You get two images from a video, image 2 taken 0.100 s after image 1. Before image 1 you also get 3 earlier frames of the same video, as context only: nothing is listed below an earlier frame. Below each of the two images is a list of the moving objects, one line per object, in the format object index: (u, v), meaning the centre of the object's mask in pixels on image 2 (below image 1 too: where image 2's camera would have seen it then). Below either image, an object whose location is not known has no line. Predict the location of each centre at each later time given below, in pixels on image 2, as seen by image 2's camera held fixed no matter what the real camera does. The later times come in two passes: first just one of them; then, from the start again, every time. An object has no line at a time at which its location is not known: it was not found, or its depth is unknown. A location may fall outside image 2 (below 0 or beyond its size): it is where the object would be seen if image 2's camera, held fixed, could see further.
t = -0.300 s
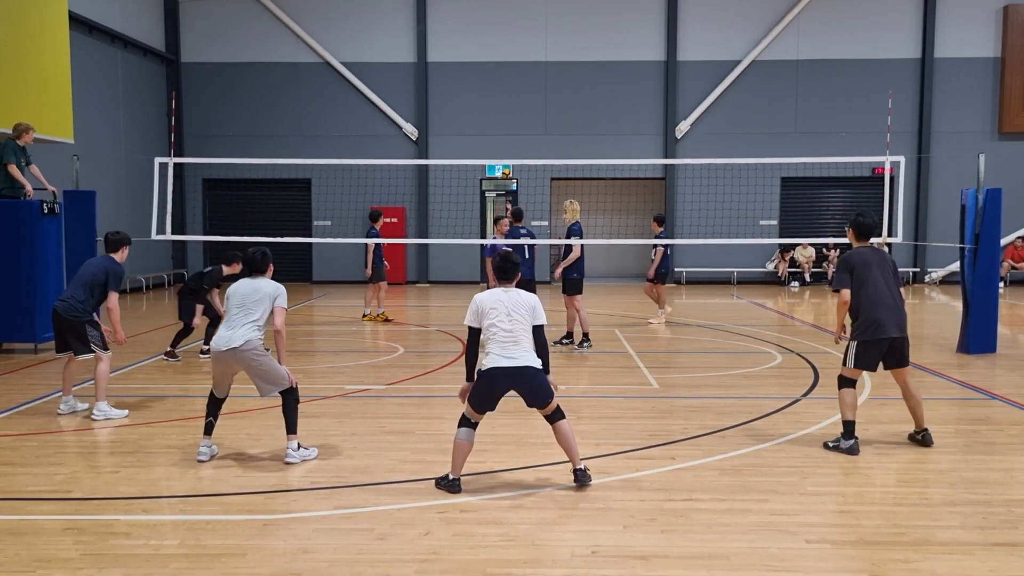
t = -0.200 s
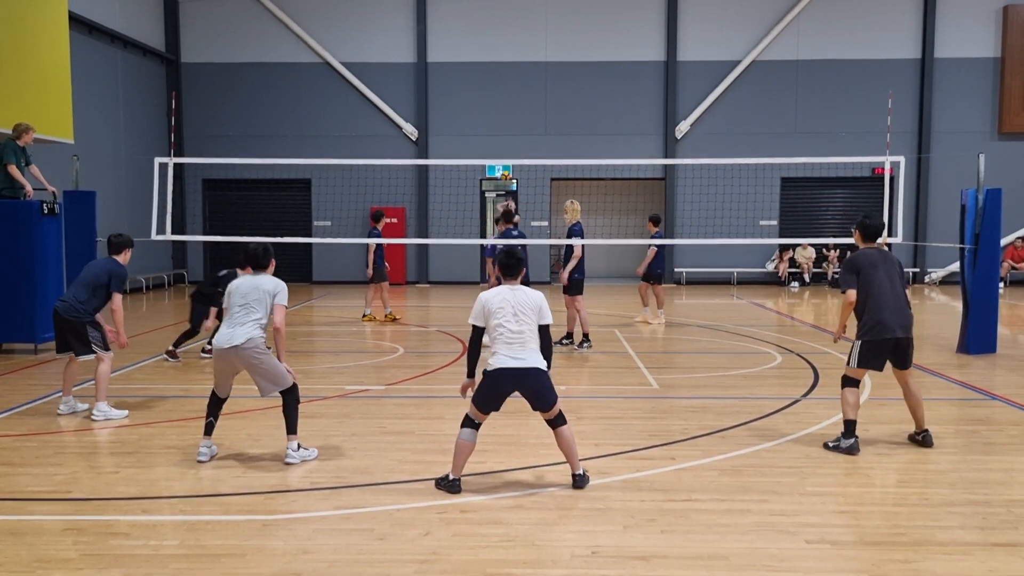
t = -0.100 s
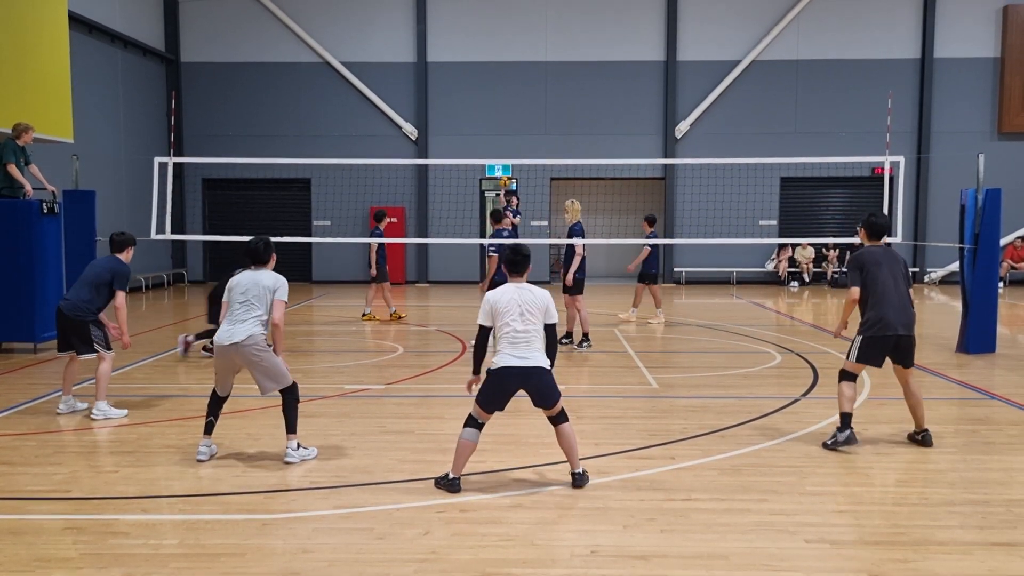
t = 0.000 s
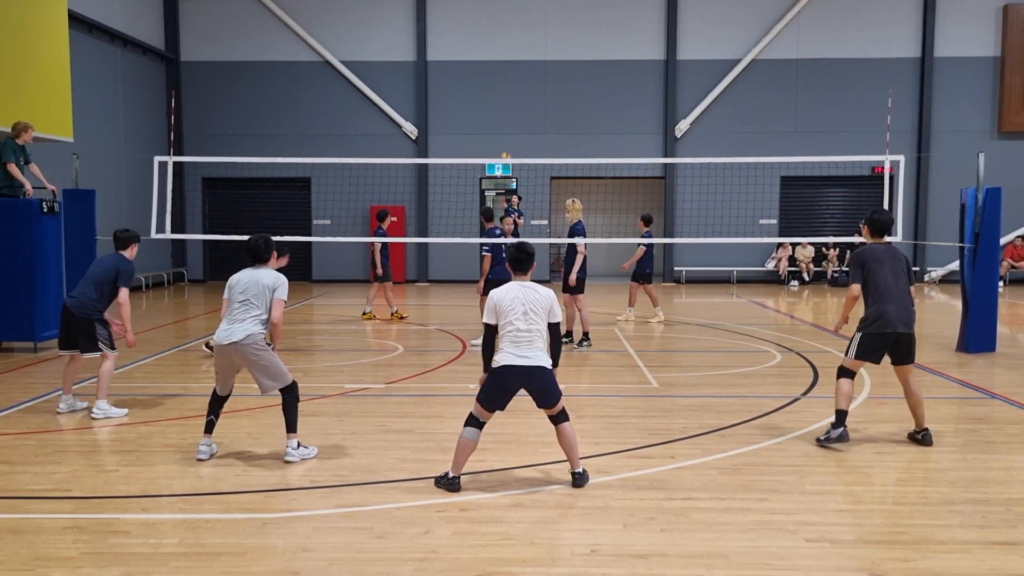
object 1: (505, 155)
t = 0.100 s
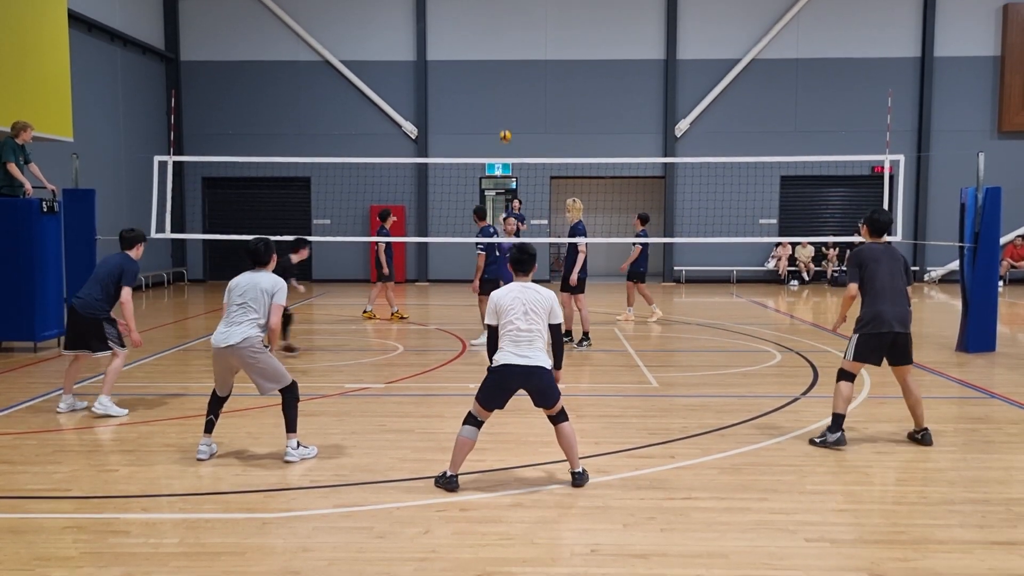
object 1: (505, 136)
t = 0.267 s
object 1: (502, 106)
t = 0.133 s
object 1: (505, 129)
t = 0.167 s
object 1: (504, 123)
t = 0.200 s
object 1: (504, 117)
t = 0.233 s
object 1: (503, 112)
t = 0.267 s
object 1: (502, 106)
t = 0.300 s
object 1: (501, 101)
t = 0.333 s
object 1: (500, 96)
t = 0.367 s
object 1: (500, 91)
